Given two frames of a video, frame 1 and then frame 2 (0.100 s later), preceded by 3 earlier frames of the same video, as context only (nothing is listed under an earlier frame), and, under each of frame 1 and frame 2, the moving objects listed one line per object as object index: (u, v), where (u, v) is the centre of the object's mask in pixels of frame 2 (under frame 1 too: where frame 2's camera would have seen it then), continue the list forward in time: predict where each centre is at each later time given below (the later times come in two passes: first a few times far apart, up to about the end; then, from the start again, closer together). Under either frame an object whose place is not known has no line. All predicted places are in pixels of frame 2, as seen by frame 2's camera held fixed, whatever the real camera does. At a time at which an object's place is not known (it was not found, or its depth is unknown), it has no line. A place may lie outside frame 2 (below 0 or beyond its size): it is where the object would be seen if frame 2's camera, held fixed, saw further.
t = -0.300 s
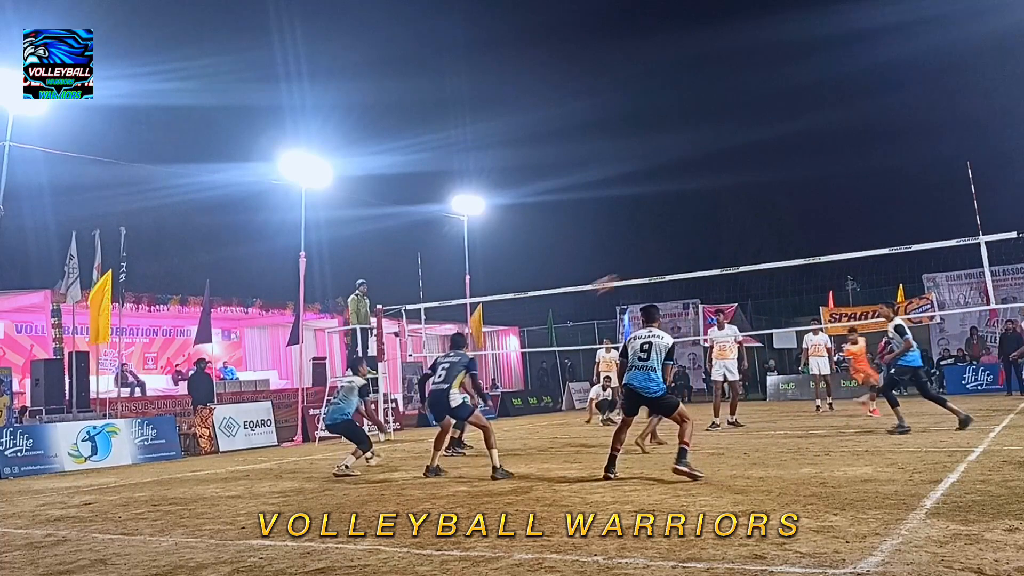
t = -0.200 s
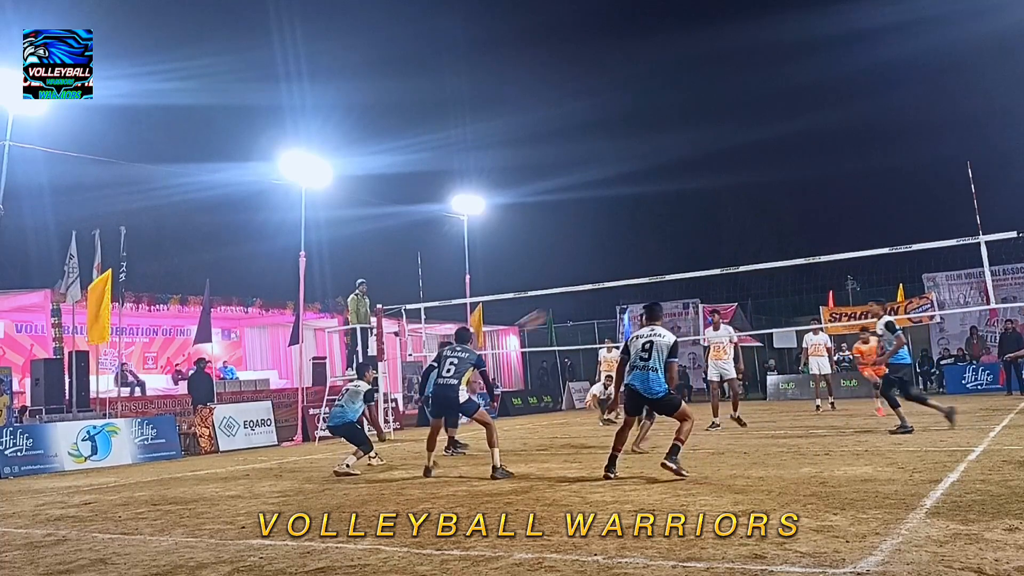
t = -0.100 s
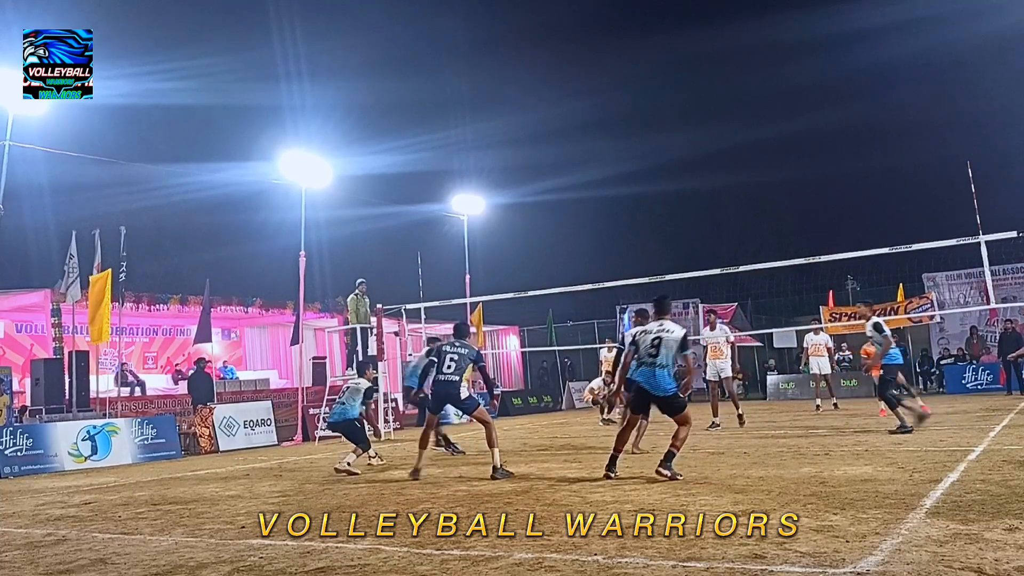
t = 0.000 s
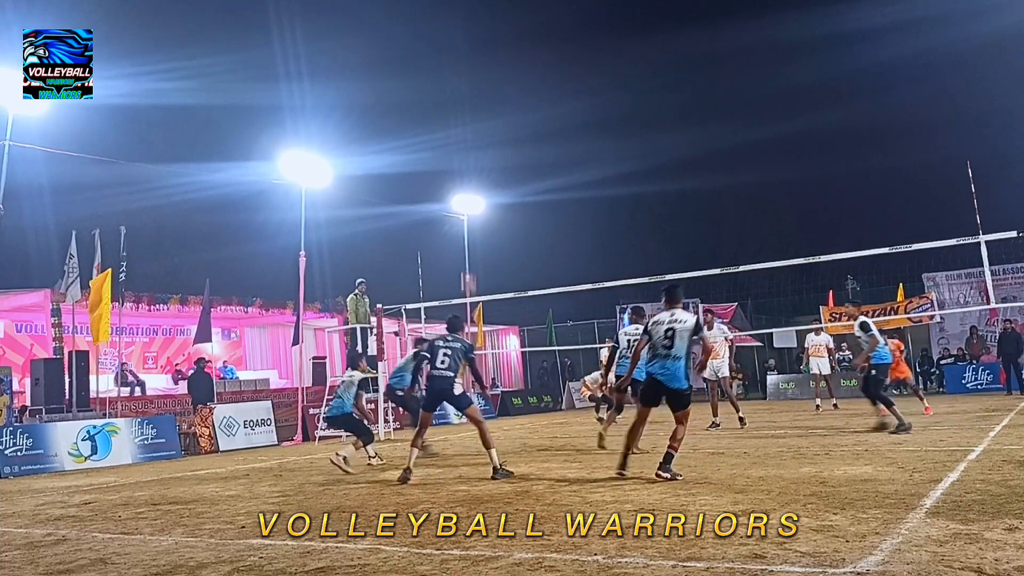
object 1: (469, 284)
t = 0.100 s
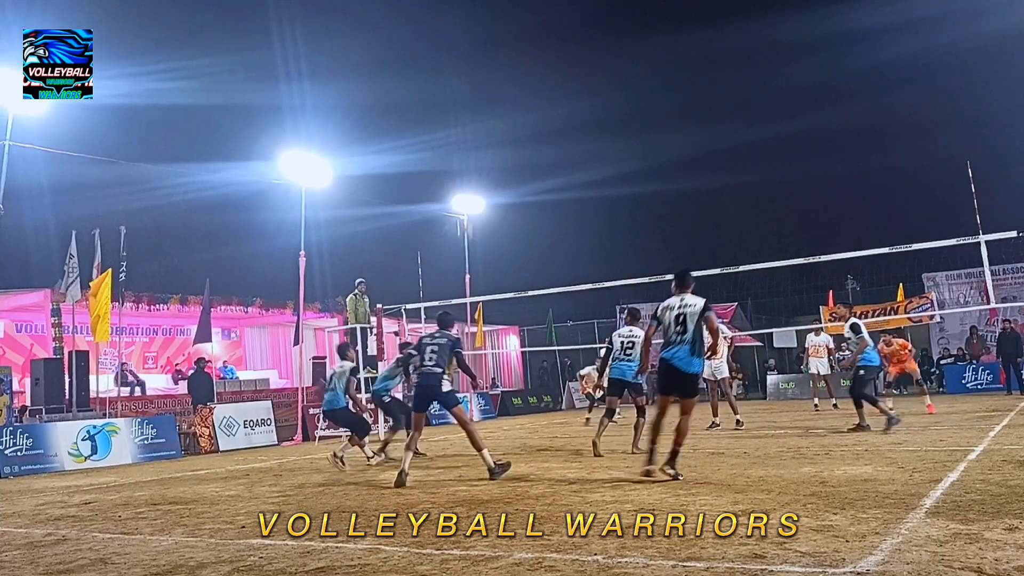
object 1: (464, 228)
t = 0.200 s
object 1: (461, 182)
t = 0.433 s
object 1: (455, 102)
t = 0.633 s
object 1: (448, 64)
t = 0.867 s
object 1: (442, 54)
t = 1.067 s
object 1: (439, 77)
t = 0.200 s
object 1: (461, 182)
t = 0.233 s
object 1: (461, 169)
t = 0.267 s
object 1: (460, 155)
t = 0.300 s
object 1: (459, 143)
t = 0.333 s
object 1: (458, 132)
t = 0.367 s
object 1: (457, 121)
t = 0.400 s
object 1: (456, 112)
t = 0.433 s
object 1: (455, 102)
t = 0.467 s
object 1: (453, 94)
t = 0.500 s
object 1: (452, 86)
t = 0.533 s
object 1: (451, 79)
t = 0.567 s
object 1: (450, 74)
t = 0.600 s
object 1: (449, 68)
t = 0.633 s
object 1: (448, 64)
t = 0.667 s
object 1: (447, 60)
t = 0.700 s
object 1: (446, 57)
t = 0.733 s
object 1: (445, 55)
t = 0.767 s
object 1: (444, 53)
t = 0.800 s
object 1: (444, 53)
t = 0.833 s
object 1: (443, 53)
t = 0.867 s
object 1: (442, 54)
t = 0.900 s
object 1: (442, 56)
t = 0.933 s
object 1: (441, 58)
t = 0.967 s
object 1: (440, 62)
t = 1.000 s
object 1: (440, 66)
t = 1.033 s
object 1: (439, 71)
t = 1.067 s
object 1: (439, 77)
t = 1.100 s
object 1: (438, 84)
